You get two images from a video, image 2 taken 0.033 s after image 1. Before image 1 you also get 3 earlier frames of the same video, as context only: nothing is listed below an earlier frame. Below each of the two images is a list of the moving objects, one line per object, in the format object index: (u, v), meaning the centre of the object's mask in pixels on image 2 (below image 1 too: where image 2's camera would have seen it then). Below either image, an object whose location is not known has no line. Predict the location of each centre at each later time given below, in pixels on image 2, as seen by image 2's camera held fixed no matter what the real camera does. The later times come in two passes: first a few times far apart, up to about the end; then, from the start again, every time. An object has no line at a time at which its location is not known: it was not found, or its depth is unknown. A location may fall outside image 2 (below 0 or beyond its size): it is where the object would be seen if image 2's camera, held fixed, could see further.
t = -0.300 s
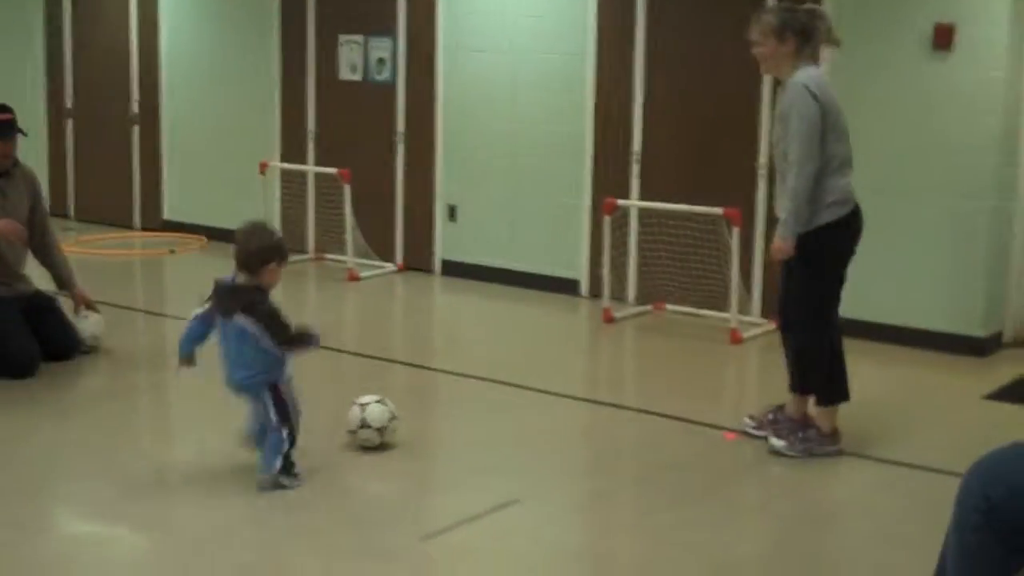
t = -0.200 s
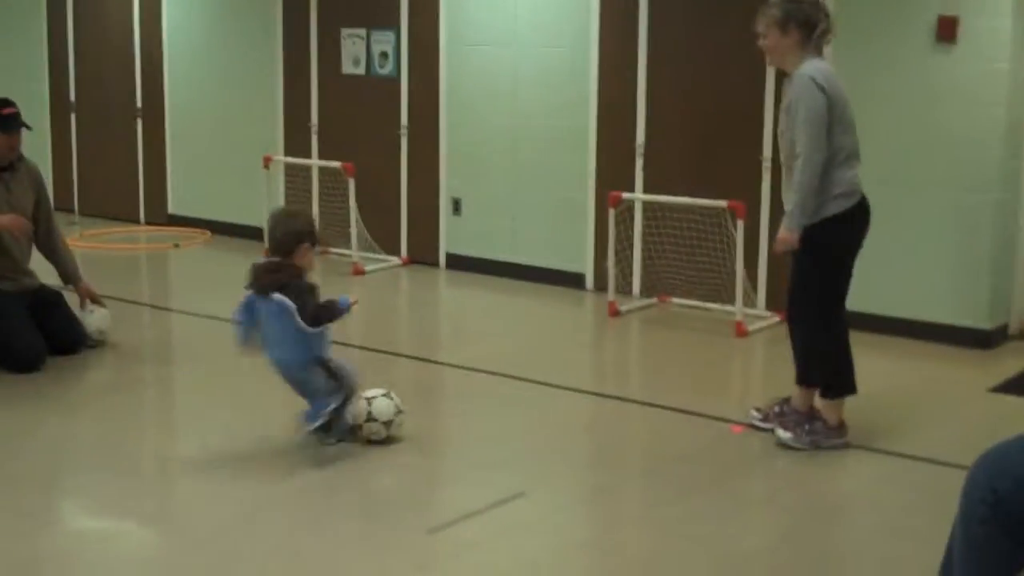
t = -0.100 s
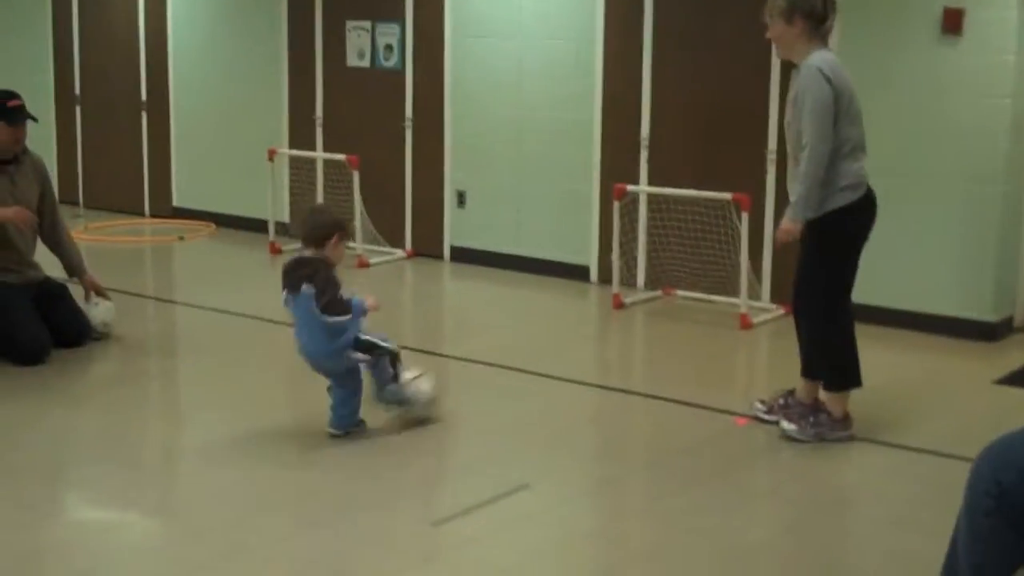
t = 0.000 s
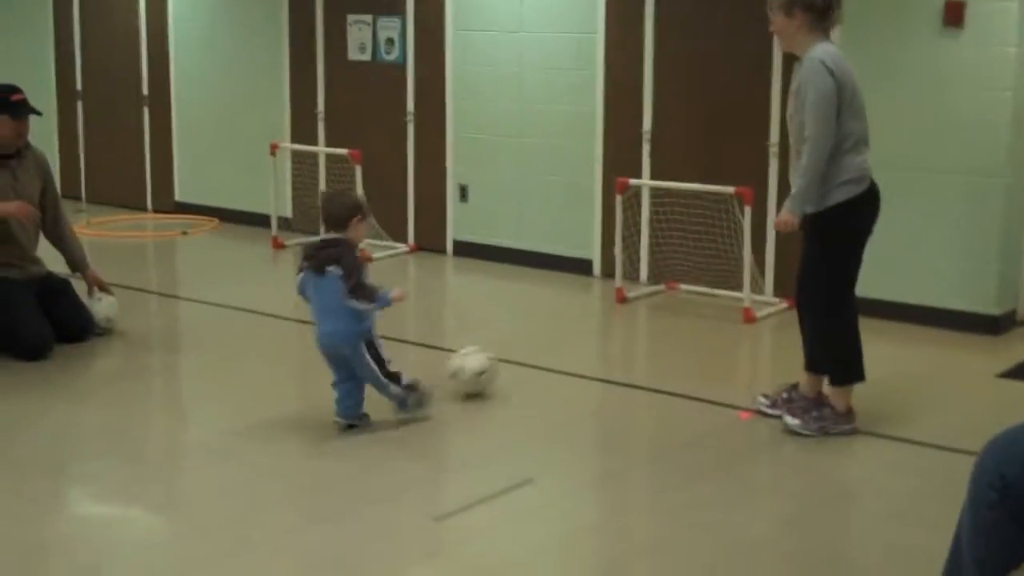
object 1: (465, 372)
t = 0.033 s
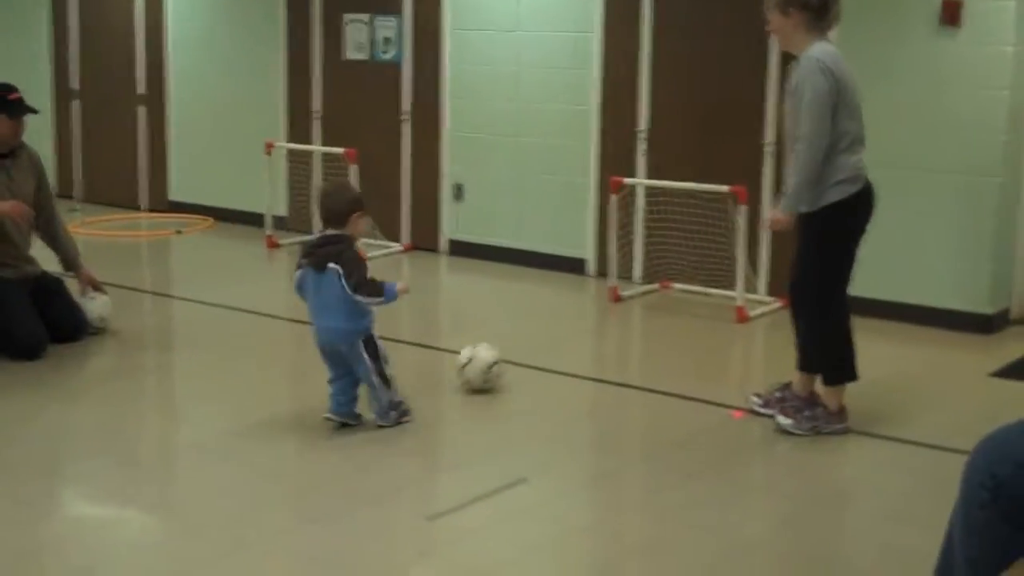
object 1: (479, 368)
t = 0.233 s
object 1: (547, 344)
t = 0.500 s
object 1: (618, 321)
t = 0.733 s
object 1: (668, 303)
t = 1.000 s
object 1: (721, 285)
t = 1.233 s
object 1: (720, 273)
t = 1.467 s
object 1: (721, 287)
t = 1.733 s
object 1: (724, 292)
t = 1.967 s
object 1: (727, 293)
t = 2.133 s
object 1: (731, 293)
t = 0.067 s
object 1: (495, 362)
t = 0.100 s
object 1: (507, 358)
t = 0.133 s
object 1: (519, 355)
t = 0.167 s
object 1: (531, 351)
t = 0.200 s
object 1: (540, 348)
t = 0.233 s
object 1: (547, 344)
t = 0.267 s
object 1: (558, 341)
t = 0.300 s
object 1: (567, 339)
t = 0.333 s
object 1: (575, 334)
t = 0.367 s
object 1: (585, 332)
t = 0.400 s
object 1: (593, 329)
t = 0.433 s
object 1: (601, 326)
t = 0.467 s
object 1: (610, 324)
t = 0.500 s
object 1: (618, 321)
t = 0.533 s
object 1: (625, 317)
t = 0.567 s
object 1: (632, 315)
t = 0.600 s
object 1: (640, 313)
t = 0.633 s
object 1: (649, 308)
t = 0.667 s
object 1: (656, 307)
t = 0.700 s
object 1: (663, 304)
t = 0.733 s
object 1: (668, 303)
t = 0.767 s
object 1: (677, 301)
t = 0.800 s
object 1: (683, 298)
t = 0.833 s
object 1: (689, 295)
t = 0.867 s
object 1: (697, 294)
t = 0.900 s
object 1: (705, 291)
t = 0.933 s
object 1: (712, 289)
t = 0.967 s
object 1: (717, 286)
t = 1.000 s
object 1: (721, 285)
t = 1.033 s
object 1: (731, 282)
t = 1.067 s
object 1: (731, 278)
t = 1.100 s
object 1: (724, 272)
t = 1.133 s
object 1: (723, 270)
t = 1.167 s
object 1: (723, 270)
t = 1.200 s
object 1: (722, 271)
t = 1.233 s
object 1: (720, 273)
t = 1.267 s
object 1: (719, 278)
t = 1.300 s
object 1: (718, 288)
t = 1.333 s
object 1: (718, 287)
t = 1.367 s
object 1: (719, 284)
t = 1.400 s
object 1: (720, 283)
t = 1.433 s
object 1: (720, 284)
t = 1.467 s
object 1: (721, 287)
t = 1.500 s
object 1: (721, 290)
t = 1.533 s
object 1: (722, 289)
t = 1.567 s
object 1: (722, 288)
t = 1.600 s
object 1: (723, 289)
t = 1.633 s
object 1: (723, 290)
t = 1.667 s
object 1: (724, 290)
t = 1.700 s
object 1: (724, 291)
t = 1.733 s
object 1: (724, 292)
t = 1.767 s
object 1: (725, 292)
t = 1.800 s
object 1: (726, 291)
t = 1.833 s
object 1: (726, 291)
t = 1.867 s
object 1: (726, 293)
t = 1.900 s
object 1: (726, 293)
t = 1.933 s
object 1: (727, 293)
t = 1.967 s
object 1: (727, 293)
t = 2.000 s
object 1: (728, 292)
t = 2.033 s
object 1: (728, 293)
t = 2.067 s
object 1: (728, 293)
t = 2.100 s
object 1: (730, 293)
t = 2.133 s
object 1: (731, 293)
